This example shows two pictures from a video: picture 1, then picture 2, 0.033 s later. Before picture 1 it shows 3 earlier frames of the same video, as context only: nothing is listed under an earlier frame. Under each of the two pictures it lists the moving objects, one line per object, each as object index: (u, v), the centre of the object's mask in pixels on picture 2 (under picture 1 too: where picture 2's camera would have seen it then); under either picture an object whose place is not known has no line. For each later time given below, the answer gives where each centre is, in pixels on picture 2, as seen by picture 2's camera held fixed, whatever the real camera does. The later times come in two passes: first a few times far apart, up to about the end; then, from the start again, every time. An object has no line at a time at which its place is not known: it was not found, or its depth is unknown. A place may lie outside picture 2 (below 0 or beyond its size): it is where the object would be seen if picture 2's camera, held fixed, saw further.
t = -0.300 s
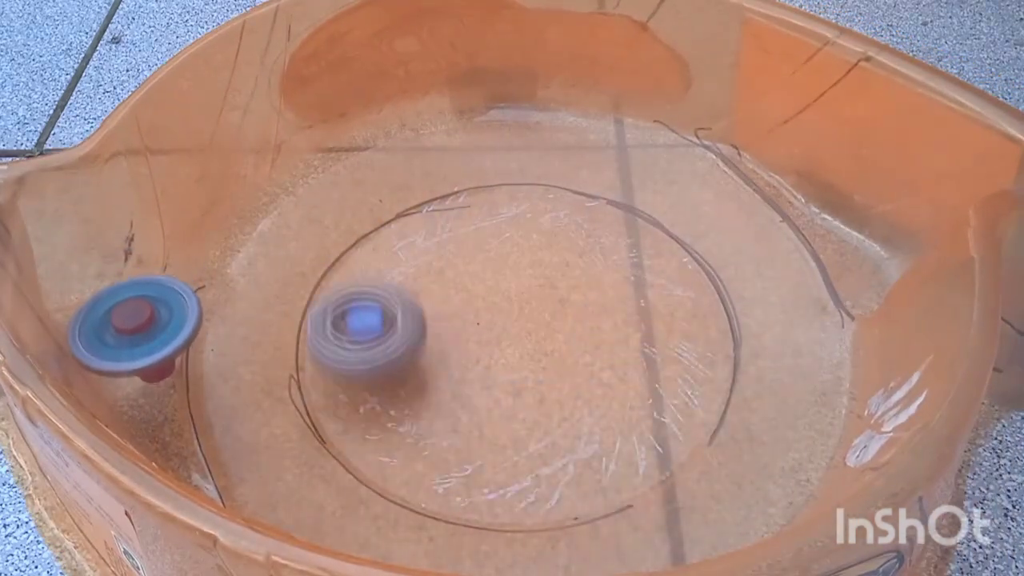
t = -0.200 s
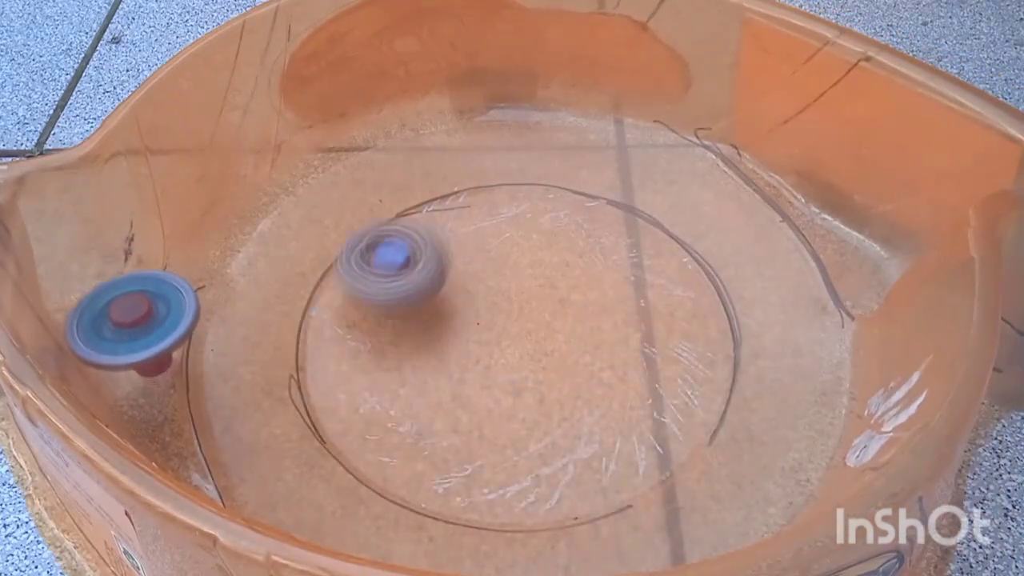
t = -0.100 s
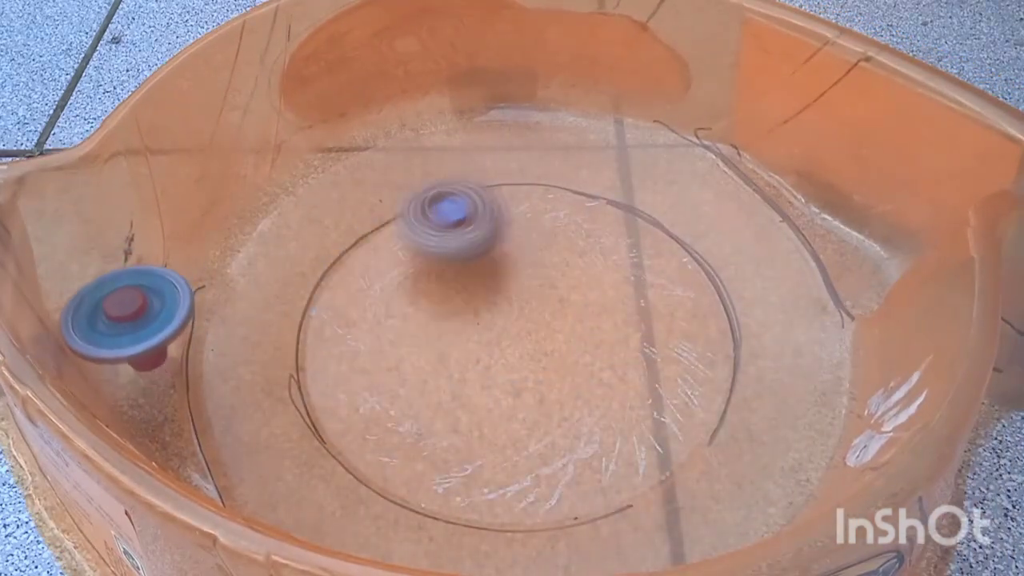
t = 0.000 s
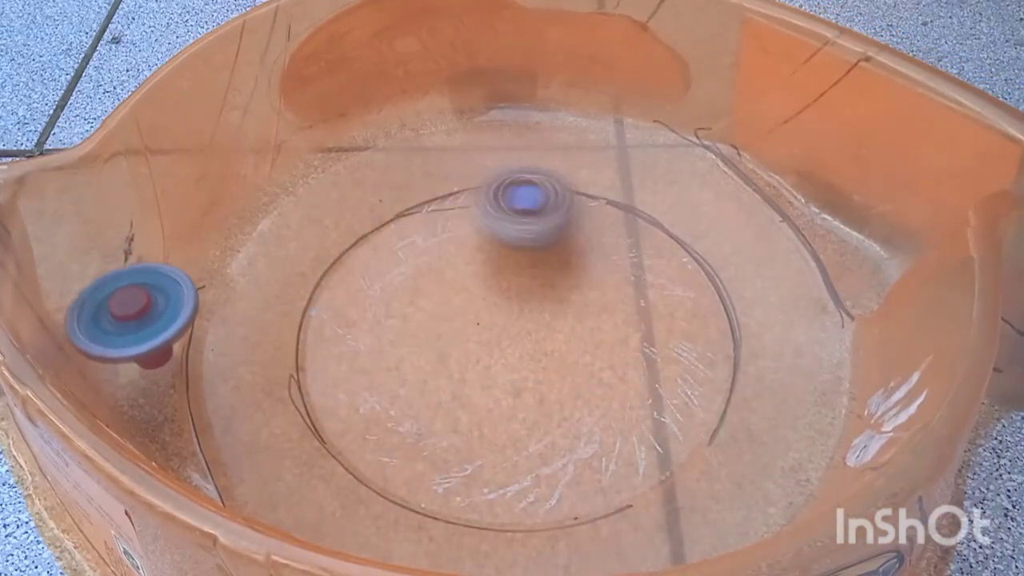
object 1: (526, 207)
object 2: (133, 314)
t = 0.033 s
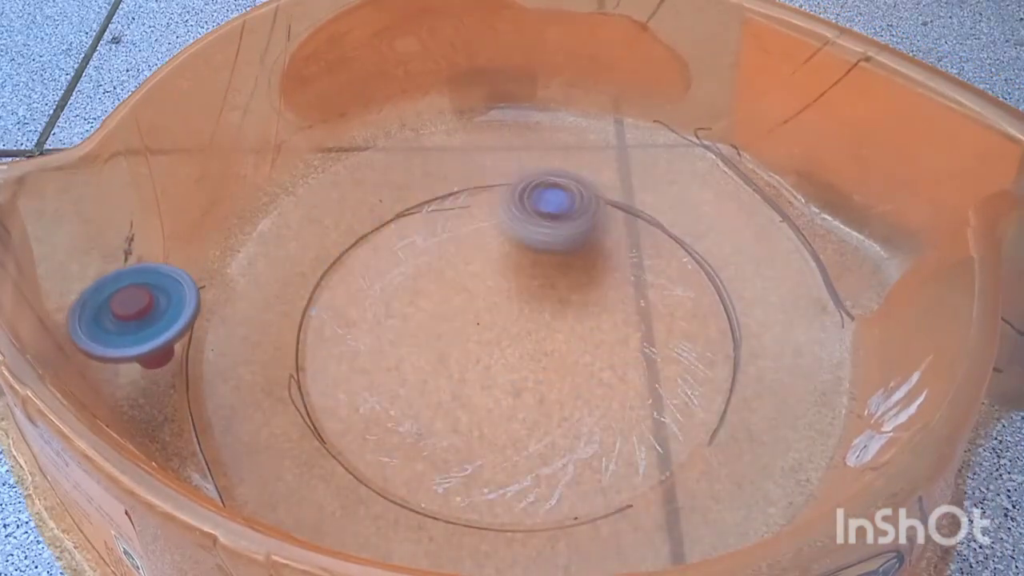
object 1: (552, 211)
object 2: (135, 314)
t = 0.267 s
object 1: (640, 331)
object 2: (130, 316)
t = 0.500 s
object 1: (449, 414)
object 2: (135, 317)
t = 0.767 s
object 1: (337, 270)
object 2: (132, 318)
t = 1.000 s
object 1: (479, 212)
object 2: (128, 317)
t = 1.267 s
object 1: (595, 345)
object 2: (130, 320)
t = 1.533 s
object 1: (416, 443)
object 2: (132, 319)
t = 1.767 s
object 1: (344, 306)
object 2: (129, 316)
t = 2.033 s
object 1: (522, 243)
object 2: (133, 321)
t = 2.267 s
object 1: (637, 327)
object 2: (128, 316)
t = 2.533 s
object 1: (496, 422)
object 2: (134, 321)
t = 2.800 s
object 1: (376, 297)
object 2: (132, 318)
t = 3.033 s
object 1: (475, 214)
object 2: (138, 320)
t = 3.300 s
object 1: (599, 294)
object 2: (131, 315)
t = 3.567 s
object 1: (473, 394)
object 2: (133, 319)
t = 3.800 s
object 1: (359, 321)
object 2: (131, 316)
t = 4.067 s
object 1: (468, 254)
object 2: (135, 318)
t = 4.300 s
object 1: (559, 324)
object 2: (132, 317)
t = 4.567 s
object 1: (467, 401)
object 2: (132, 318)
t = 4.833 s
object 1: (403, 307)
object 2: (133, 317)
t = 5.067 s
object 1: (505, 263)
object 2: (136, 318)
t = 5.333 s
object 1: (576, 326)
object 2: (129, 319)
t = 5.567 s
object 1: (481, 378)
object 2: (133, 316)
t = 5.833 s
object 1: (394, 303)
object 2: (134, 315)
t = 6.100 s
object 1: (497, 265)
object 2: (136, 317)
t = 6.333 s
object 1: (540, 331)
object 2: (135, 320)
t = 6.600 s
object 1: (436, 379)
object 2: (130, 318)
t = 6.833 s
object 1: (404, 305)
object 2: (139, 318)
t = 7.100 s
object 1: (506, 289)
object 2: (129, 317)
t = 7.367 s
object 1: (538, 338)
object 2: (132, 322)
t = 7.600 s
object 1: (494, 371)
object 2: (135, 318)
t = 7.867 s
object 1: (429, 337)
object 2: (132, 316)
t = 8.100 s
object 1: (446, 298)
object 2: (134, 321)
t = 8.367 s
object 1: (479, 296)
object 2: (132, 316)
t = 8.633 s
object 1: (467, 312)
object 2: (130, 319)
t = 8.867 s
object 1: (452, 325)
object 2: (129, 320)
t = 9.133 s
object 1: (442, 322)
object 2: (131, 323)
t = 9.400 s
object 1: (444, 328)
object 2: (129, 317)
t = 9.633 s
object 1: (450, 332)
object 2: (129, 318)
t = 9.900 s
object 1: (451, 334)
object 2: (133, 319)
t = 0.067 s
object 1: (578, 218)
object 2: (136, 314)
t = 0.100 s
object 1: (603, 230)
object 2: (136, 314)
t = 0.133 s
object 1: (622, 245)
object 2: (136, 314)
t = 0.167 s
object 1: (636, 265)
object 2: (135, 314)
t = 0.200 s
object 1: (645, 286)
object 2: (134, 315)
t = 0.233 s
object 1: (646, 308)
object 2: (132, 315)
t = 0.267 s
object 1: (640, 331)
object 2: (130, 316)
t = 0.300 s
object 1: (626, 354)
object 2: (129, 316)
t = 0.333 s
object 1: (606, 375)
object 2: (129, 317)
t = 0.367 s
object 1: (581, 391)
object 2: (131, 318)
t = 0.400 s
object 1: (553, 404)
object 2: (132, 318)
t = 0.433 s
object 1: (519, 411)
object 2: (133, 318)
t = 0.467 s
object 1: (485, 416)
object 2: (134, 318)
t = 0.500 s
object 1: (449, 414)
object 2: (135, 317)
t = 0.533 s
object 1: (415, 408)
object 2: (135, 316)
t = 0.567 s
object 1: (384, 395)
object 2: (134, 316)
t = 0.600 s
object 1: (360, 379)
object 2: (132, 315)
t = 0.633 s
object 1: (341, 360)
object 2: (130, 316)
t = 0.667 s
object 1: (328, 337)
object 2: (129, 317)
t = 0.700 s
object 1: (324, 314)
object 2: (130, 318)
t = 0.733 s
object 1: (328, 292)
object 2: (132, 318)
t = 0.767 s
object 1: (337, 270)
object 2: (132, 318)
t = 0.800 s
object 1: (349, 251)
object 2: (133, 318)
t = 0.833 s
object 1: (364, 235)
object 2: (133, 318)
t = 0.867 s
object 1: (384, 222)
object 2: (132, 318)
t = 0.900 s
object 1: (405, 213)
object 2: (132, 318)
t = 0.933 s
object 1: (429, 210)
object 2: (130, 317)
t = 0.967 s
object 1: (456, 209)
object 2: (129, 316)
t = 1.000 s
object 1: (479, 212)
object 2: (128, 317)
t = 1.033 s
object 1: (506, 219)
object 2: (130, 318)
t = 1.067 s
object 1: (529, 232)
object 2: (131, 319)
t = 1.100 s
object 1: (551, 245)
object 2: (132, 320)
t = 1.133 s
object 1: (568, 261)
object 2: (133, 320)
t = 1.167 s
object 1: (583, 279)
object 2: (133, 320)
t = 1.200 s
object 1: (591, 300)
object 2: (132, 321)
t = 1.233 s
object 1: (597, 322)
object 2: (131, 321)
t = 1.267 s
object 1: (595, 345)
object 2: (130, 320)
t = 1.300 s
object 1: (588, 369)
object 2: (131, 319)
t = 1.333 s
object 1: (575, 389)
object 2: (132, 318)
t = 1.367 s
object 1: (557, 408)
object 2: (131, 316)
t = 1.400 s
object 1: (535, 423)
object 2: (130, 315)
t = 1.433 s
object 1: (510, 435)
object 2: (129, 317)
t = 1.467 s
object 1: (481, 442)
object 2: (129, 318)
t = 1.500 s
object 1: (451, 444)
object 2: (131, 319)
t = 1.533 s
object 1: (416, 443)
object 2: (132, 319)
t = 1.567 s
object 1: (386, 432)
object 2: (133, 319)
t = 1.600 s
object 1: (361, 415)
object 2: (133, 319)
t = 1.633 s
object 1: (342, 394)
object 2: (134, 318)
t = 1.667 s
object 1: (332, 373)
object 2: (133, 318)
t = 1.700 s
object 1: (330, 350)
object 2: (132, 317)
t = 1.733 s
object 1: (334, 328)
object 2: (131, 317)
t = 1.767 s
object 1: (344, 306)
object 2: (129, 316)
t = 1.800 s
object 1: (361, 288)
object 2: (128, 317)
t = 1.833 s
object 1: (379, 274)
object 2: (129, 318)
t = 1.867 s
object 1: (400, 260)
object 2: (130, 320)
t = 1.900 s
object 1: (422, 249)
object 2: (130, 321)
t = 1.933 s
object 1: (448, 243)
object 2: (130, 321)
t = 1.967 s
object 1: (472, 239)
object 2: (132, 321)
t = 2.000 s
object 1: (498, 240)
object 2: (132, 322)
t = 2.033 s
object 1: (522, 243)
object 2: (133, 321)
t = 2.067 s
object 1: (546, 248)
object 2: (133, 321)
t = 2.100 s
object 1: (567, 253)
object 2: (132, 321)
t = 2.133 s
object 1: (590, 263)
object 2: (131, 320)
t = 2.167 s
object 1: (607, 277)
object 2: (129, 318)
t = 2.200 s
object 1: (622, 292)
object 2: (128, 317)
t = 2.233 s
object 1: (632, 308)
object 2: (128, 316)
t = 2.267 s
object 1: (637, 327)
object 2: (128, 316)
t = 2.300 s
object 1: (637, 347)
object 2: (129, 316)
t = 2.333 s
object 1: (631, 367)
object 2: (128, 318)
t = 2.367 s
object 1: (620, 385)
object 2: (130, 319)
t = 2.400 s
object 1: (602, 400)
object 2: (132, 320)
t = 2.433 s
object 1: (579, 411)
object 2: (133, 320)
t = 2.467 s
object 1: (553, 420)
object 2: (134, 321)
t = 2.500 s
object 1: (525, 423)
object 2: (134, 321)
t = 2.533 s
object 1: (496, 422)
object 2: (134, 321)
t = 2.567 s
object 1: (465, 416)
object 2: (133, 321)
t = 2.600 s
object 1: (440, 407)
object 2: (132, 321)
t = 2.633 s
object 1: (415, 391)
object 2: (130, 320)
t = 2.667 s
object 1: (399, 376)
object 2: (129, 319)
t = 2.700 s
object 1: (385, 357)
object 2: (131, 318)
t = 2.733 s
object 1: (377, 339)
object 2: (132, 315)
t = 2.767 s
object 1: (374, 318)
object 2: (132, 315)
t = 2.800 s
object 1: (376, 297)
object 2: (132, 318)
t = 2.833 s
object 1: (383, 279)
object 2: (131, 320)
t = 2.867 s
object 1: (393, 262)
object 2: (131, 322)
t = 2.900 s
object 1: (405, 248)
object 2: (133, 323)
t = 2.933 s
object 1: (420, 236)
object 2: (136, 323)
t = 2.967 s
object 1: (436, 226)
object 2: (139, 322)
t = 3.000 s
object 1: (455, 218)
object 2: (139, 321)
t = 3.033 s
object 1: (475, 214)
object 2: (138, 320)
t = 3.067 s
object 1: (496, 214)
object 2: (136, 320)
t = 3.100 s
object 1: (516, 217)
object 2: (135, 319)
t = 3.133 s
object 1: (537, 224)
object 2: (133, 318)
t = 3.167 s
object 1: (555, 231)
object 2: (130, 317)
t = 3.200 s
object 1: (574, 244)
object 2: (128, 316)
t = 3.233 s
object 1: (588, 259)
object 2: (128, 316)
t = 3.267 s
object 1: (595, 276)
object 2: (130, 316)
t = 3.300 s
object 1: (599, 294)
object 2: (131, 315)
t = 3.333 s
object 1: (597, 312)
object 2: (132, 315)
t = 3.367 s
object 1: (590, 329)
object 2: (131, 315)
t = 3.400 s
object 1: (578, 347)
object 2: (131, 316)
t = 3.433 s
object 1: (564, 360)
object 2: (130, 316)
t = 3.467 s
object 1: (544, 374)
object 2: (128, 317)
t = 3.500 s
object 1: (522, 383)
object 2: (129, 318)
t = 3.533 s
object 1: (499, 390)
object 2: (131, 319)
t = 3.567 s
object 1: (473, 394)
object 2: (133, 319)
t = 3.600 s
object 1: (448, 394)
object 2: (135, 319)
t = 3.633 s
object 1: (422, 389)
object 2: (135, 319)
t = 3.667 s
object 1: (400, 380)
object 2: (135, 319)
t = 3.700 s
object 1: (382, 369)
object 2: (135, 318)
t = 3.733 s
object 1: (367, 352)
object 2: (135, 317)
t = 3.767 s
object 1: (360, 339)
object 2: (133, 317)
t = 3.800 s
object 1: (359, 321)
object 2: (131, 316)
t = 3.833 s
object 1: (363, 306)
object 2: (128, 316)
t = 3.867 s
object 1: (370, 293)
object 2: (128, 317)
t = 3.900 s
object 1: (382, 278)
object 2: (130, 318)
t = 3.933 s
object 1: (396, 268)
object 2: (132, 319)
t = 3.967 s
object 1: (412, 260)
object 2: (133, 319)
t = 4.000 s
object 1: (430, 254)
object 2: (135, 319)
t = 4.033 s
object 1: (451, 253)
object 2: (135, 319)
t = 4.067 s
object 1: (468, 254)
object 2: (135, 318)
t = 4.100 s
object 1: (488, 260)
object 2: (135, 317)
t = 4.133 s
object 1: (506, 266)
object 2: (134, 317)
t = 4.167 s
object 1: (522, 277)
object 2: (132, 316)
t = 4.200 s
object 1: (536, 287)
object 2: (129, 316)
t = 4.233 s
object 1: (545, 298)
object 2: (127, 317)
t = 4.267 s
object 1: (553, 310)
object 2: (129, 317)
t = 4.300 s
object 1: (559, 324)
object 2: (132, 317)
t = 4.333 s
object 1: (560, 339)
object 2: (135, 317)
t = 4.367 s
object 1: (558, 352)
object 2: (136, 317)
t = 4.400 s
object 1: (550, 367)
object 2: (138, 316)
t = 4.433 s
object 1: (540, 378)
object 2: (138, 315)
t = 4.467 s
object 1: (525, 388)
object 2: (138, 315)
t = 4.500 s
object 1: (507, 397)
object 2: (136, 314)
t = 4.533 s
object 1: (490, 401)
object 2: (134, 316)
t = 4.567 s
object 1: (467, 401)
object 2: (132, 318)
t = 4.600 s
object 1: (446, 398)
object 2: (130, 320)
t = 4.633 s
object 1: (428, 391)
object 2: (130, 321)
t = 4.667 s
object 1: (413, 379)
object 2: (132, 320)
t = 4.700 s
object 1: (403, 368)
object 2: (133, 320)
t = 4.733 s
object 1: (396, 354)
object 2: (134, 320)
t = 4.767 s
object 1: (394, 338)
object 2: (134, 319)
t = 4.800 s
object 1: (397, 321)
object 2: (134, 318)
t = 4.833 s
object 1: (403, 307)
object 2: (133, 317)
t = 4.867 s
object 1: (413, 293)
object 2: (131, 316)
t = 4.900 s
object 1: (425, 283)
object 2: (129, 316)
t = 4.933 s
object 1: (442, 274)
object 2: (128, 318)
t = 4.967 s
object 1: (455, 268)
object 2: (129, 318)
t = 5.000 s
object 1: (471, 263)
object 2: (132, 318)
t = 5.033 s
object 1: (487, 262)
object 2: (134, 318)
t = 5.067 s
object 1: (505, 263)
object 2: (136, 318)
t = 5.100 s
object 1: (519, 265)
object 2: (138, 317)
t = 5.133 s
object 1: (534, 270)
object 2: (139, 316)
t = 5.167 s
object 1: (549, 275)
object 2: (138, 315)
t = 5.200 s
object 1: (559, 282)
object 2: (137, 314)
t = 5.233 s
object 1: (567, 291)
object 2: (135, 315)
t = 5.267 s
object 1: (574, 302)
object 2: (132, 317)
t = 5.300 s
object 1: (576, 312)
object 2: (129, 318)
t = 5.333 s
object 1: (576, 326)
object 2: (129, 319)
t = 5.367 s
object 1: (570, 339)
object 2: (131, 319)
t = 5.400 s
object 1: (561, 350)
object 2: (133, 318)
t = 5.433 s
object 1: (549, 359)
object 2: (135, 317)
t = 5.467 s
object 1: (534, 368)
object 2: (136, 316)
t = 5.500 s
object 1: (518, 372)
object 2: (136, 314)
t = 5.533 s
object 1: (501, 376)
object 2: (135, 314)
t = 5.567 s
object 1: (481, 378)
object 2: (133, 316)
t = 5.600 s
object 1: (462, 376)
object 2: (131, 317)
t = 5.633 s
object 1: (445, 372)
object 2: (129, 318)
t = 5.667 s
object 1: (428, 365)
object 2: (129, 319)
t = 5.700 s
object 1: (414, 355)
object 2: (131, 318)
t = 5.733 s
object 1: (404, 343)
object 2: (133, 317)
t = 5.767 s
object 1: (395, 331)
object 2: (134, 316)
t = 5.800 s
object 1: (392, 316)
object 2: (134, 315)
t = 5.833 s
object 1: (394, 303)
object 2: (134, 315)
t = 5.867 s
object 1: (400, 289)
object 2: (133, 316)
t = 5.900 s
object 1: (408, 276)
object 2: (131, 318)
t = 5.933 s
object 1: (422, 268)
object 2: (130, 319)
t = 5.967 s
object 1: (435, 261)
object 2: (130, 320)
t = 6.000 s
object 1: (451, 258)
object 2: (131, 320)
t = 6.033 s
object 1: (468, 257)
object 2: (133, 319)
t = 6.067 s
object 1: (483, 261)
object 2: (135, 318)
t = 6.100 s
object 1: (497, 265)
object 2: (136, 317)
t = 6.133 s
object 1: (509, 271)
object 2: (135, 315)
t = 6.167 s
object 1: (520, 280)
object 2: (134, 315)
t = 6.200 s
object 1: (529, 289)
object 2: (132, 316)
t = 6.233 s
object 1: (535, 297)
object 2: (130, 319)
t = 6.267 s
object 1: (539, 310)
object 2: (129, 320)
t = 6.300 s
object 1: (540, 321)
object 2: (132, 320)
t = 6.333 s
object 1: (540, 331)
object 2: (135, 320)
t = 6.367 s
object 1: (535, 344)
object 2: (137, 319)
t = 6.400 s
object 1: (527, 354)
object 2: (139, 319)
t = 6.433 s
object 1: (517, 364)
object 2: (139, 318)
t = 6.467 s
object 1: (504, 372)
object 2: (139, 316)
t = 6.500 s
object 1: (488, 378)
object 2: (138, 315)
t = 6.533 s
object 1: (470, 382)
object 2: (136, 314)
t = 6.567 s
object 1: (452, 382)
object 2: (133, 315)
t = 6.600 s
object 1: (436, 379)
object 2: (130, 318)
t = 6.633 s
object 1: (420, 372)
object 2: (129, 320)
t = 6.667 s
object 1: (408, 362)
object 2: (131, 320)
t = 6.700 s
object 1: (401, 351)
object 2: (134, 320)
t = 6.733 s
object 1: (395, 339)
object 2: (135, 320)
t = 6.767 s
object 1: (396, 328)
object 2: (137, 319)
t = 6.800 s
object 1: (399, 316)
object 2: (138, 319)
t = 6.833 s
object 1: (404, 305)
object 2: (139, 318)
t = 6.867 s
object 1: (415, 295)
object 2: (139, 317)
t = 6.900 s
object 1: (426, 288)
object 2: (139, 316)
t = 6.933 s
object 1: (439, 281)
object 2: (137, 315)
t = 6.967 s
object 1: (454, 279)
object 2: (135, 314)
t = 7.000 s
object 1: (469, 278)
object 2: (132, 315)
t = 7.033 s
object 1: (483, 280)
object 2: (130, 317)
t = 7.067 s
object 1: (493, 284)
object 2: (127, 317)
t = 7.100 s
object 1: (506, 289)
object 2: (129, 317)
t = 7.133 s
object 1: (514, 294)
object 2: (131, 316)
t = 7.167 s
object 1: (521, 300)
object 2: (132, 316)
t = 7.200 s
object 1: (528, 306)
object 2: (133, 315)
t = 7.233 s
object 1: (533, 314)
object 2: (132, 316)
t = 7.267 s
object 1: (539, 321)
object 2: (131, 318)
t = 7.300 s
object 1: (541, 327)
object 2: (130, 320)
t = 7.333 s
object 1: (540, 332)
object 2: (130, 322)
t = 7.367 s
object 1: (538, 338)
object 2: (132, 322)
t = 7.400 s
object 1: (535, 345)
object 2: (135, 322)
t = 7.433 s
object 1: (533, 351)
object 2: (137, 322)
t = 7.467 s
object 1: (528, 358)
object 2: (139, 321)
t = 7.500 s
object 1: (521, 363)
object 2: (139, 321)
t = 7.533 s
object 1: (512, 366)
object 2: (138, 320)
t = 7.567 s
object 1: (502, 369)
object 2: (137, 319)
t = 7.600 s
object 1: (494, 371)
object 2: (135, 318)
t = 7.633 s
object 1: (483, 372)
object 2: (134, 317)
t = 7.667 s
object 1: (472, 372)
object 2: (131, 316)
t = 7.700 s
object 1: (460, 368)
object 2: (128, 316)
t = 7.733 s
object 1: (451, 364)
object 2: (127, 317)
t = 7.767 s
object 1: (441, 357)
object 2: (128, 318)
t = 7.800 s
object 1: (437, 351)
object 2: (130, 317)
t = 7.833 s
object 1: (433, 344)
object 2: (131, 316)
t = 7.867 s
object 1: (429, 337)
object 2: (132, 316)
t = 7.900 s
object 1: (428, 327)
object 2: (133, 315)
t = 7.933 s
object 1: (429, 321)
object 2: (132, 315)
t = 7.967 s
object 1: (431, 315)
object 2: (131, 316)
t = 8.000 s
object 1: (432, 309)
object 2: (130, 319)
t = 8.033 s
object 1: (437, 306)
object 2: (129, 320)
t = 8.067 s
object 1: (442, 303)
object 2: (131, 321)
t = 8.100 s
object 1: (446, 298)
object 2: (134, 321)
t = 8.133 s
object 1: (449, 294)
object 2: (136, 321)
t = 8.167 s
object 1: (454, 291)
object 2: (138, 320)
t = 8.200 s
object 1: (458, 290)
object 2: (139, 320)
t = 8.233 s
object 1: (463, 289)
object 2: (138, 319)
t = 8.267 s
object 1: (469, 289)
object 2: (138, 318)
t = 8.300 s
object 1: (474, 292)
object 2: (136, 318)
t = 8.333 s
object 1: (477, 294)
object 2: (135, 316)
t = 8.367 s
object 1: (479, 296)
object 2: (132, 316)
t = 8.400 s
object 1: (478, 299)
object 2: (129, 316)
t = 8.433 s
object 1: (477, 302)
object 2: (129, 317)
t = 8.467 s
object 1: (477, 305)
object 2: (129, 318)
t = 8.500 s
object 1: (475, 306)
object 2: (131, 318)
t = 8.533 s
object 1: (473, 305)
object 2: (131, 319)
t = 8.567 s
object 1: (473, 306)
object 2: (131, 319)
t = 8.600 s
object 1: (470, 309)
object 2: (131, 319)
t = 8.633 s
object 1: (467, 312)
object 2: (130, 319)
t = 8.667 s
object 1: (466, 314)
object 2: (129, 319)
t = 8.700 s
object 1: (465, 315)
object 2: (128, 318)
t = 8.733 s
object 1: (464, 315)
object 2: (129, 317)
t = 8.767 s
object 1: (463, 319)
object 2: (129, 315)
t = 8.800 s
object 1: (459, 321)
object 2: (128, 317)
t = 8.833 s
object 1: (454, 324)
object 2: (130, 318)
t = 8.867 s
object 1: (452, 325)
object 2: (129, 320)
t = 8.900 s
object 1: (448, 324)
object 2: (130, 321)
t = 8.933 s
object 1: (445, 321)
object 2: (131, 322)
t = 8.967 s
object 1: (444, 321)
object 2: (131, 323)
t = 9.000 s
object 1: (443, 321)
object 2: (132, 323)
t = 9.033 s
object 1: (443, 324)
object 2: (132, 323)
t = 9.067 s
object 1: (443, 325)
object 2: (131, 323)
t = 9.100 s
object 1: (442, 324)
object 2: (131, 323)
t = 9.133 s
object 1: (442, 322)
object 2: (131, 323)
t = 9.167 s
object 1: (443, 323)
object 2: (131, 321)
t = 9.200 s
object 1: (443, 325)
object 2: (131, 320)
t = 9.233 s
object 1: (441, 327)
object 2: (130, 319)
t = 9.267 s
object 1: (440, 327)
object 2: (129, 317)
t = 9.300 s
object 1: (442, 327)
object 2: (128, 316)
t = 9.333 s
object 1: (444, 328)
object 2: (128, 317)
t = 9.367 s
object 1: (444, 329)
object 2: (129, 318)
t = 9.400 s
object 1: (444, 328)
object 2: (129, 317)
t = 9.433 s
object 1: (444, 328)
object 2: (129, 318)
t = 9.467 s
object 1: (446, 328)
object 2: (129, 318)
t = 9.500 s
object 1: (447, 330)
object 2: (128, 318)
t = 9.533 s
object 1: (448, 333)
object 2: (128, 317)
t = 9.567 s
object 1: (447, 334)
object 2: (129, 316)
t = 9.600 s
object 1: (448, 333)
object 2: (128, 317)
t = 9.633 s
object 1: (450, 332)
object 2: (129, 318)
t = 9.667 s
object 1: (451, 332)
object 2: (129, 319)
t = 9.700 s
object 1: (450, 334)
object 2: (130, 320)
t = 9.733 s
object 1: (448, 335)
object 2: (130, 321)
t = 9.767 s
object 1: (448, 333)
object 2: (131, 321)
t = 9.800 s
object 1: (450, 333)
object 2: (130, 321)
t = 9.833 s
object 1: (452, 335)
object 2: (130, 322)
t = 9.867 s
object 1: (452, 335)
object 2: (131, 321)
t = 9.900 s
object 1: (451, 334)
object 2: (133, 319)
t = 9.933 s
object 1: (452, 331)
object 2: (135, 318)
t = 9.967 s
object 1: (453, 331)
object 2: (136, 316)
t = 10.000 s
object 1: (453, 331)
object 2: (137, 315)
